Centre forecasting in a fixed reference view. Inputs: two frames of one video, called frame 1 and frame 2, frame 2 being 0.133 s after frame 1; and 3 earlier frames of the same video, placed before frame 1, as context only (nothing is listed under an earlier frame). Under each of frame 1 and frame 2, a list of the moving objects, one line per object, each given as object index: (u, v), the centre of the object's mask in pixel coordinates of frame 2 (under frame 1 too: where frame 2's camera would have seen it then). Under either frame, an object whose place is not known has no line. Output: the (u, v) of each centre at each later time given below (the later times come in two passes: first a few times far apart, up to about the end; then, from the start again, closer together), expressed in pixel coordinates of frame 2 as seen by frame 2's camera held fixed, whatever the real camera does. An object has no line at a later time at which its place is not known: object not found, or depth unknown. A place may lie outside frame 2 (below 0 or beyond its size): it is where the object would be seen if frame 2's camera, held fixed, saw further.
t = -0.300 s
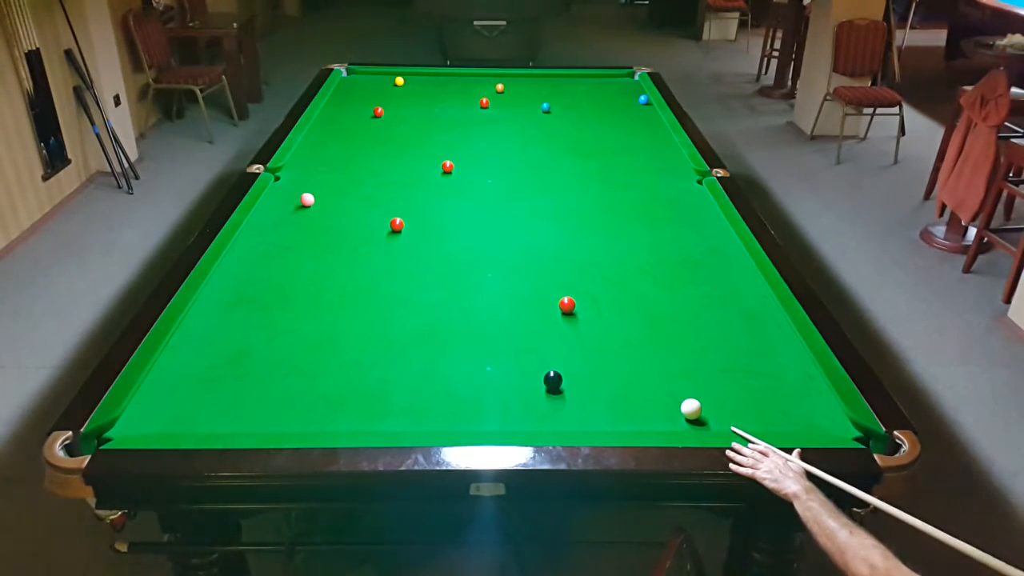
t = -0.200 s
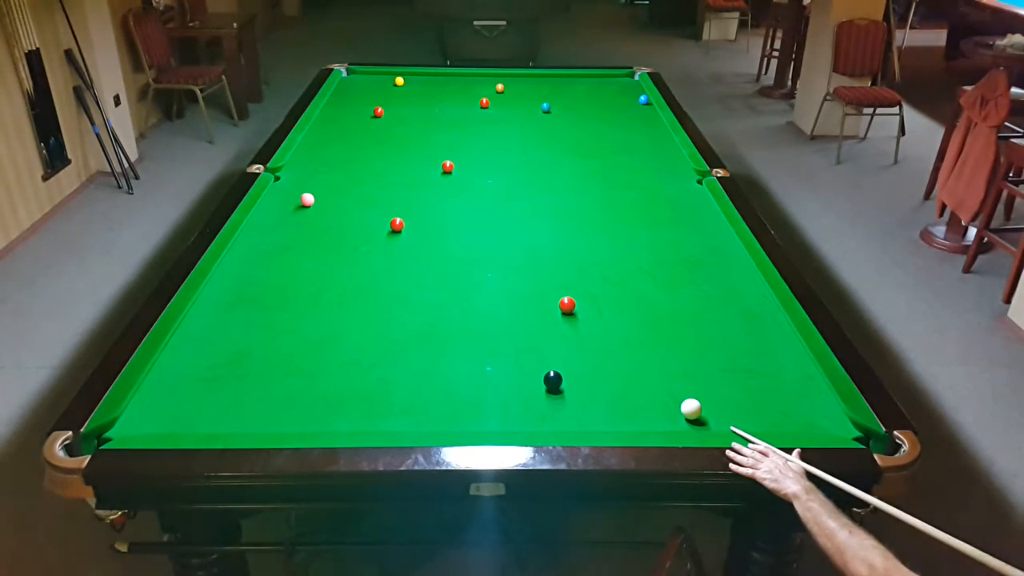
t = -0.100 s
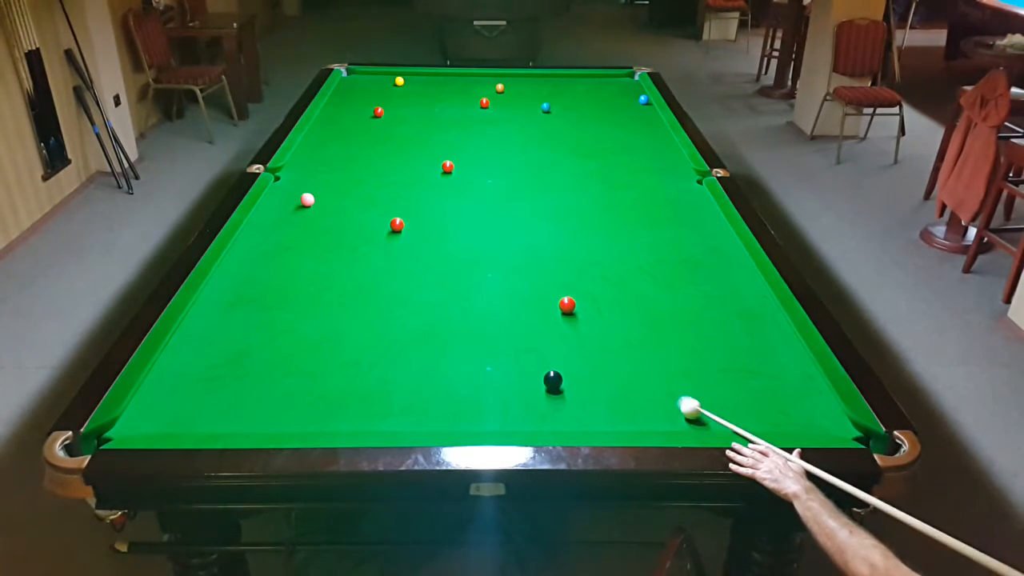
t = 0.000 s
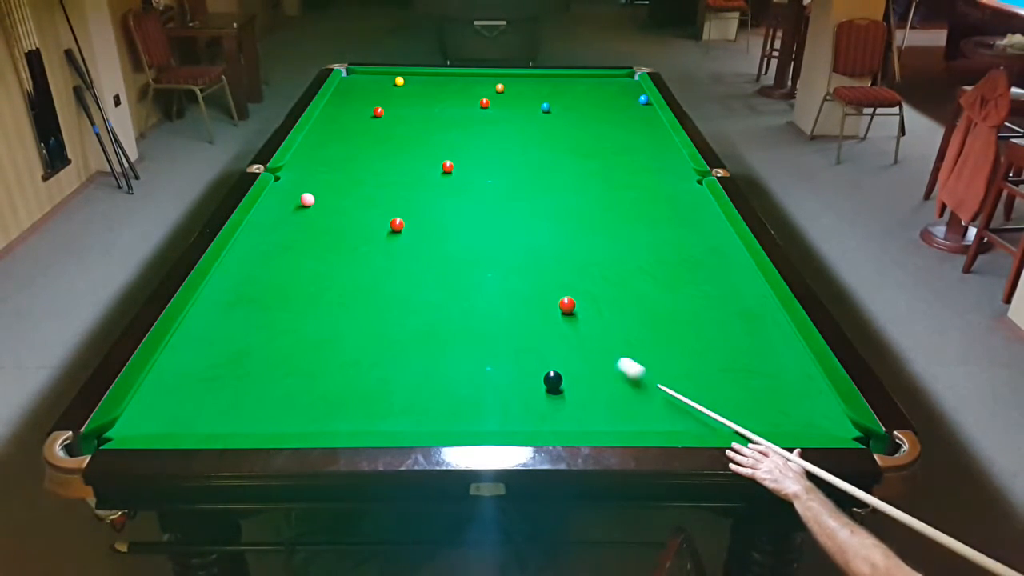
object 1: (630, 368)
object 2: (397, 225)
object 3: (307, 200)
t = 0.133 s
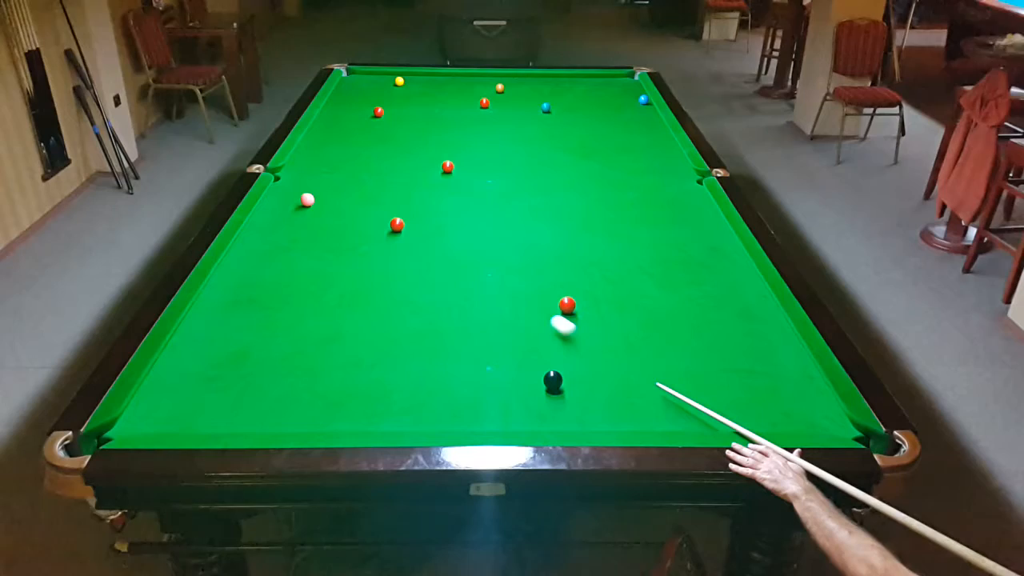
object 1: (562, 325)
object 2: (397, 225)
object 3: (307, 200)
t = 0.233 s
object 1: (519, 298)
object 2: (397, 225)
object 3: (307, 200)
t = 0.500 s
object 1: (424, 238)
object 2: (397, 225)
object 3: (307, 200)
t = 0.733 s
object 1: (417, 215)
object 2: (339, 205)
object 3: (307, 200)
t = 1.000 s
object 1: (417, 195)
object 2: (317, 187)
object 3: (270, 199)
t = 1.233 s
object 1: (417, 179)
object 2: (310, 172)
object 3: (296, 199)
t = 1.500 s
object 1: (417, 163)
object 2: (302, 158)
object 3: (323, 199)
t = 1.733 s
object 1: (416, 151)
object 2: (305, 147)
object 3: (344, 199)
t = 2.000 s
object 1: (416, 138)
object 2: (318, 138)
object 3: (367, 198)
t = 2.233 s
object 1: (416, 129)
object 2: (328, 131)
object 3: (384, 198)
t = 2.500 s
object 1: (415, 119)
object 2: (338, 123)
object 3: (402, 198)
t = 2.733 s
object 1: (415, 111)
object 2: (345, 117)
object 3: (417, 198)
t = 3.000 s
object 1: (415, 103)
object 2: (353, 111)
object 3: (431, 198)
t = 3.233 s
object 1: (415, 97)
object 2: (359, 107)
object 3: (442, 198)
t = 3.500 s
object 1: (416, 91)
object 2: (365, 102)
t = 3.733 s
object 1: (416, 86)
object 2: (370, 98)
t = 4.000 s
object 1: (416, 81)
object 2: (375, 95)
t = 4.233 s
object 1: (416, 77)
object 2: (378, 92)
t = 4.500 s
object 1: (416, 73)
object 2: (382, 89)
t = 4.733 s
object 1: (415, 75)
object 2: (385, 87)
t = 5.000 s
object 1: (414, 77)
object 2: (389, 85)
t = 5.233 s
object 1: (414, 79)
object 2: (391, 84)
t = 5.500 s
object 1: (413, 81)
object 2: (392, 83)
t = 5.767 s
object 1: (413, 82)
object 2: (392, 83)
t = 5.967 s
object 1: (413, 83)
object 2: (392, 83)
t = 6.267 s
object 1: (413, 84)
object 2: (392, 83)
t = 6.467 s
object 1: (413, 84)
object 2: (392, 83)
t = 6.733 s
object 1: (413, 84)
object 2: (392, 83)
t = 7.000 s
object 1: (413, 85)
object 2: (392, 83)
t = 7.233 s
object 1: (413, 85)
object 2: (392, 83)
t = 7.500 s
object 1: (413, 85)
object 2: (392, 83)
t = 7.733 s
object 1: (413, 85)
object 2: (392, 83)
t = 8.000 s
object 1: (413, 85)
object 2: (392, 83)
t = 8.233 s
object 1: (413, 85)
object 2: (392, 83)
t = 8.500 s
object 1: (413, 85)
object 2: (392, 83)
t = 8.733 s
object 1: (413, 85)
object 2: (392, 83)
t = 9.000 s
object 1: (413, 84)
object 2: (392, 83)
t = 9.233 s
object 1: (413, 84)
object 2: (392, 83)
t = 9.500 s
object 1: (413, 85)
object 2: (392, 83)
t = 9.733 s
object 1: (413, 85)
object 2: (392, 83)
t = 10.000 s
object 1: (413, 85)
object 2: (392, 83)
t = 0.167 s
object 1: (547, 316)
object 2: (397, 225)
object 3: (307, 200)
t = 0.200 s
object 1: (533, 306)
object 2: (397, 225)
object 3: (307, 200)
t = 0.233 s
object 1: (519, 298)
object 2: (397, 225)
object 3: (307, 200)
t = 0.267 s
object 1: (505, 289)
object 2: (397, 225)
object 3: (307, 200)
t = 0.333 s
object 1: (480, 273)
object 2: (397, 225)
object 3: (307, 200)
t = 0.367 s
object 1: (468, 265)
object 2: (397, 225)
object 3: (307, 200)
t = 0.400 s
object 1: (456, 258)
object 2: (397, 225)
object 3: (307, 200)
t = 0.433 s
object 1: (445, 251)
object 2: (397, 225)
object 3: (307, 200)
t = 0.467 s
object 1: (435, 244)
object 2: (397, 225)
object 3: (307, 200)
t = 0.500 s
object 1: (424, 238)
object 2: (397, 225)
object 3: (307, 200)
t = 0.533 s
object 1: (414, 231)
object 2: (397, 225)
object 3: (307, 200)
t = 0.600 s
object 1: (412, 225)
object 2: (381, 218)
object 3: (307, 200)
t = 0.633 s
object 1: (414, 223)
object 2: (369, 215)
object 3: (307, 200)
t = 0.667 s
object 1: (416, 220)
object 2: (359, 211)
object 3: (307, 200)
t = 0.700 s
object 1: (417, 218)
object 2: (349, 208)
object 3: (307, 200)
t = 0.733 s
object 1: (417, 215)
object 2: (339, 205)
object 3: (307, 200)
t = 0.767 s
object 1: (417, 213)
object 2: (331, 202)
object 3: (307, 200)
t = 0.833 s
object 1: (417, 207)
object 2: (321, 198)
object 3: (300, 200)
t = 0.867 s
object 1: (417, 205)
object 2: (321, 195)
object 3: (293, 199)
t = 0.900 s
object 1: (417, 202)
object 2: (321, 193)
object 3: (286, 199)
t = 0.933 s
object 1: (417, 199)
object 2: (320, 191)
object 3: (280, 199)
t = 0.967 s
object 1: (417, 197)
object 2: (319, 189)
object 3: (274, 199)
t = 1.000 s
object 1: (417, 195)
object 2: (317, 187)
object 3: (270, 199)
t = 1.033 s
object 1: (417, 192)
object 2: (316, 184)
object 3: (274, 199)
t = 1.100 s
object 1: (417, 188)
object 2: (314, 180)
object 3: (282, 199)
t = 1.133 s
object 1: (417, 185)
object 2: (313, 178)
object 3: (286, 199)
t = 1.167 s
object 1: (417, 183)
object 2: (312, 176)
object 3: (289, 199)
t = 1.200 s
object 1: (417, 181)
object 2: (311, 174)
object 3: (293, 199)
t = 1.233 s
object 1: (417, 179)
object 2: (310, 172)
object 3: (296, 199)
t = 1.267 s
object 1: (417, 177)
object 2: (309, 170)
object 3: (300, 199)
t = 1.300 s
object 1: (417, 175)
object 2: (308, 168)
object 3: (303, 199)
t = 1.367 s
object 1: (417, 171)
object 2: (306, 165)
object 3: (310, 199)
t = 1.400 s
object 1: (417, 169)
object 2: (305, 163)
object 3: (314, 199)
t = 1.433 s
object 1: (417, 167)
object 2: (304, 161)
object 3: (317, 199)
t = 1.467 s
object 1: (417, 165)
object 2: (303, 160)
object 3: (320, 199)
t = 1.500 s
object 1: (417, 163)
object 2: (302, 158)
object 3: (323, 199)
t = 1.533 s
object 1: (416, 161)
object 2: (301, 156)
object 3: (326, 199)
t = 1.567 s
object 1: (417, 159)
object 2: (300, 154)
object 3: (330, 199)
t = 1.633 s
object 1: (416, 156)
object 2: (300, 151)
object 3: (336, 199)
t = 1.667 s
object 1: (416, 154)
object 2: (302, 150)
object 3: (339, 199)
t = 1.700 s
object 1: (416, 152)
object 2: (304, 149)
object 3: (342, 199)
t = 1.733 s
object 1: (416, 151)
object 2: (305, 147)
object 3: (344, 199)
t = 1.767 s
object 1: (416, 149)
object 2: (307, 146)
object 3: (347, 199)
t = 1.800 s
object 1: (416, 148)
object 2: (309, 145)
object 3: (350, 199)
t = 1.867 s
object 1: (416, 144)
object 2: (312, 143)
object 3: (356, 199)
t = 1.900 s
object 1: (416, 143)
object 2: (313, 142)
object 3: (359, 199)
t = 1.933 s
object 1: (416, 141)
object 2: (315, 140)
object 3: (362, 198)
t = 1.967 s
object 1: (416, 140)
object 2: (317, 139)
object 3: (364, 198)
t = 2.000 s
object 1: (416, 138)
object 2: (318, 138)
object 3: (367, 198)
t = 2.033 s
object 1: (416, 137)
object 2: (320, 137)
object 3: (369, 198)
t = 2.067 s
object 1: (416, 136)
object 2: (321, 136)
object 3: (372, 198)
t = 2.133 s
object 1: (416, 133)
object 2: (324, 134)
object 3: (377, 198)
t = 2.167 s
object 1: (416, 131)
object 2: (325, 133)
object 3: (380, 198)
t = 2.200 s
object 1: (416, 130)
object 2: (326, 132)
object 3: (382, 198)
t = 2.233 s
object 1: (416, 129)
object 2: (328, 131)
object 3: (384, 198)
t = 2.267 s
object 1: (416, 127)
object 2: (329, 130)
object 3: (387, 198)
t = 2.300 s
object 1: (416, 126)
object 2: (330, 129)
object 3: (389, 198)
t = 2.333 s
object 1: (416, 125)
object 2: (332, 128)
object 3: (392, 198)
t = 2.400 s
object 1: (416, 123)
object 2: (334, 126)
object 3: (396, 198)
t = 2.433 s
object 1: (416, 121)
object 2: (335, 125)
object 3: (398, 198)
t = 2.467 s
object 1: (416, 120)
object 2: (336, 124)
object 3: (401, 198)
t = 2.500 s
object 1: (415, 119)
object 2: (338, 123)
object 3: (402, 198)
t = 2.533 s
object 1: (415, 118)
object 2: (339, 122)
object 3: (405, 198)
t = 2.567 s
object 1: (415, 117)
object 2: (340, 122)
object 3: (407, 198)
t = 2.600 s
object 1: (416, 116)
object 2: (341, 121)
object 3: (409, 198)
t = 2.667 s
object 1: (415, 114)
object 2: (343, 119)
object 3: (413, 198)
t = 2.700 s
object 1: (416, 112)
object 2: (344, 118)
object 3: (415, 198)
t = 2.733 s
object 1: (415, 111)
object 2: (345, 117)
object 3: (417, 198)
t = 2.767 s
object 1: (415, 110)
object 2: (346, 116)
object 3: (419, 198)
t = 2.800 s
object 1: (415, 109)
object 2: (347, 116)
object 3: (420, 198)
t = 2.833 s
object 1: (415, 108)
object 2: (348, 115)
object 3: (422, 198)
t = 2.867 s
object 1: (415, 107)
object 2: (349, 114)
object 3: (424, 198)
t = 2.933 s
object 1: (415, 105)
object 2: (351, 113)
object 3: (428, 198)
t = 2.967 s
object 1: (415, 104)
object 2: (352, 112)
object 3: (429, 198)
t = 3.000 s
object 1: (415, 103)
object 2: (353, 111)
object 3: (431, 198)
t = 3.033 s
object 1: (415, 102)
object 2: (354, 110)
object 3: (433, 198)
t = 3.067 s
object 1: (415, 102)
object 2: (355, 110)
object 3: (434, 198)
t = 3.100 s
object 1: (415, 101)
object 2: (356, 109)
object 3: (436, 198)
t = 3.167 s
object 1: (415, 99)
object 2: (357, 108)
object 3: (439, 197)
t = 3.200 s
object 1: (415, 98)
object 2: (358, 107)
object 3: (440, 197)
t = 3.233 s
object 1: (415, 97)
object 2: (359, 107)
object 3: (442, 198)
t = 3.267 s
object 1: (415, 96)
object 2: (360, 106)
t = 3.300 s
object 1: (416, 96)
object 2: (361, 105)
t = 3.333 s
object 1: (416, 95)
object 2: (361, 105)
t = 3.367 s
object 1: (416, 94)
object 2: (362, 104)
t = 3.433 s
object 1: (416, 92)
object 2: (364, 103)
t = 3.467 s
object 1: (416, 92)
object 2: (364, 102)
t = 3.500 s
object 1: (416, 91)
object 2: (365, 102)
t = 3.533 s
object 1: (416, 90)
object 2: (366, 101)
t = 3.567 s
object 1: (416, 89)
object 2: (366, 101)
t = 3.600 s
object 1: (416, 89)
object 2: (367, 100)
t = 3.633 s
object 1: (416, 88)
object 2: (368, 100)
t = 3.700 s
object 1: (416, 87)
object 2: (369, 99)
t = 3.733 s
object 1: (416, 86)
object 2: (370, 98)
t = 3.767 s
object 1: (416, 85)
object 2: (371, 98)
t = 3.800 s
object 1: (416, 85)
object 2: (371, 97)
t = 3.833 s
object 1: (416, 84)
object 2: (372, 97)
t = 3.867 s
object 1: (416, 83)
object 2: (373, 96)
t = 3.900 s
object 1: (416, 83)
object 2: (373, 96)
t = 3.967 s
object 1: (416, 82)
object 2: (374, 95)
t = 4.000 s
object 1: (416, 81)
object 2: (375, 95)
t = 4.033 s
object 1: (416, 80)
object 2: (375, 94)
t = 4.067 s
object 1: (416, 80)
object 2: (376, 94)
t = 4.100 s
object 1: (416, 79)
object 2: (377, 93)
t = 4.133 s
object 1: (416, 79)
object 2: (377, 93)
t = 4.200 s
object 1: (416, 78)
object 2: (378, 92)
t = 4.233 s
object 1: (416, 77)
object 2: (378, 92)
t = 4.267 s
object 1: (416, 77)
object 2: (379, 91)
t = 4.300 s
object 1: (416, 76)
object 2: (380, 91)
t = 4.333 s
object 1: (416, 76)
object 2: (380, 91)
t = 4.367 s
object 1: (416, 75)
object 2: (381, 90)
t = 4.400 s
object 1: (416, 75)
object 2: (381, 90)
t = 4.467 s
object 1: (416, 74)
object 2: (382, 89)
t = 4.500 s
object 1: (416, 73)
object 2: (382, 89)
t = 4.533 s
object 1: (416, 73)
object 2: (383, 89)
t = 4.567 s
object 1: (416, 73)
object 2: (383, 89)
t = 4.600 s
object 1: (416, 73)
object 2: (384, 88)
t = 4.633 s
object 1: (415, 73)
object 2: (384, 88)
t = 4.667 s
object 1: (415, 74)
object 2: (385, 88)
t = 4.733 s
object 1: (415, 75)
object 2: (385, 87)
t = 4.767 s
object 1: (415, 75)
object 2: (386, 87)
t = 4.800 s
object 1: (415, 75)
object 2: (386, 87)
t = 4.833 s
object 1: (415, 75)
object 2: (387, 86)
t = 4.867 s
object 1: (415, 76)
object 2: (387, 86)
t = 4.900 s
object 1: (415, 76)
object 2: (387, 86)
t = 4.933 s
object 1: (415, 76)
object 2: (388, 86)
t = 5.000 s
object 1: (414, 77)
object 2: (389, 85)
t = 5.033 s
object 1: (414, 77)
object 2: (389, 85)
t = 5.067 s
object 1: (414, 77)
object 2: (389, 85)
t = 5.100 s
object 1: (414, 77)
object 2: (390, 85)
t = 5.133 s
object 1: (414, 78)
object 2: (390, 85)
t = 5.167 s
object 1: (414, 78)
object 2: (390, 85)
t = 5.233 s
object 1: (414, 79)
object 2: (391, 84)
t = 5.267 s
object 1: (414, 79)
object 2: (391, 84)
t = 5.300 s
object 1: (414, 79)
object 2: (391, 84)
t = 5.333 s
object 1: (414, 79)
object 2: (391, 84)
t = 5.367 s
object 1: (414, 80)
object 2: (392, 84)
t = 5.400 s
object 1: (414, 80)
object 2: (392, 83)
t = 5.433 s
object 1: (414, 80)
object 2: (392, 83)
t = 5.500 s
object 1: (413, 81)
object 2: (392, 83)
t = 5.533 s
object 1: (413, 81)
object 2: (392, 83)
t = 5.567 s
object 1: (413, 81)
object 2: (392, 83)
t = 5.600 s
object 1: (413, 81)
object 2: (392, 83)
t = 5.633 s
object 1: (413, 81)
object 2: (392, 83)
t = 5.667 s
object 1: (413, 81)
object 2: (392, 83)
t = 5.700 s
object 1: (413, 82)
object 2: (392, 83)
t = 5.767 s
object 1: (413, 82)
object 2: (392, 83)
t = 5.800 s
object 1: (413, 82)
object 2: (392, 83)
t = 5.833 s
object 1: (413, 82)
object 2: (392, 83)
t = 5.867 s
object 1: (413, 82)
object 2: (392, 83)
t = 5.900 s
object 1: (413, 83)
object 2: (392, 83)
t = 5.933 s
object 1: (413, 83)
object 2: (392, 83)
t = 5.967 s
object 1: (413, 83)
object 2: (392, 83)
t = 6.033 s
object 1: (413, 83)
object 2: (392, 83)
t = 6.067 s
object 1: (413, 83)
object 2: (392, 83)
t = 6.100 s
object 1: (413, 84)
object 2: (392, 83)
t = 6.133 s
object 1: (413, 84)
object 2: (392, 83)
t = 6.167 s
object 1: (413, 84)
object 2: (392, 83)
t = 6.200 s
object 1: (413, 84)
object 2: (392, 83)
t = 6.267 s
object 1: (413, 84)
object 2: (392, 83)
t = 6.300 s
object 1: (413, 84)
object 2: (392, 83)
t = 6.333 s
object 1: (413, 84)
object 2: (392, 83)
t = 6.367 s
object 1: (413, 84)
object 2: (392, 83)
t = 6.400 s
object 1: (413, 84)
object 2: (392, 83)
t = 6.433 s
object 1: (413, 84)
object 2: (392, 83)
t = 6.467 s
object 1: (413, 84)
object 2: (392, 83)
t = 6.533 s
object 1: (413, 84)
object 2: (392, 83)
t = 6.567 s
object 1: (413, 84)
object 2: (392, 83)
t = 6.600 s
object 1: (413, 84)
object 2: (392, 83)
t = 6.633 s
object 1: (413, 84)
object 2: (392, 83)
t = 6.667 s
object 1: (413, 84)
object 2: (392, 83)
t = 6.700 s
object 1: (413, 84)
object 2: (392, 83)
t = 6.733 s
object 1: (413, 84)
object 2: (392, 83)
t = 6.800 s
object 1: (413, 85)
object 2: (392, 83)
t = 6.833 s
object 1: (413, 85)
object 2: (392, 83)
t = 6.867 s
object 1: (413, 85)
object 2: (392, 83)
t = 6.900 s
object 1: (413, 85)
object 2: (392, 83)
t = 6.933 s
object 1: (413, 85)
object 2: (392, 83)
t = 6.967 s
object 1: (413, 85)
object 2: (392, 83)
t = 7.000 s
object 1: (413, 85)
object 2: (392, 83)
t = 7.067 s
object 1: (413, 85)
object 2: (392, 83)
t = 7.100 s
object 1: (413, 85)
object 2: (392, 83)
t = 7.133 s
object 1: (413, 85)
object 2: (392, 83)
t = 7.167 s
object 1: (413, 85)
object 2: (392, 83)
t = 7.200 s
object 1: (413, 85)
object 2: (392, 83)
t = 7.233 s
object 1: (413, 85)
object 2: (392, 83)
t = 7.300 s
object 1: (413, 85)
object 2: (392, 83)
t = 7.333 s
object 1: (413, 85)
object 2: (392, 83)
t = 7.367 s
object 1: (413, 85)
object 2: (392, 83)
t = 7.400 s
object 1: (413, 85)
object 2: (392, 83)
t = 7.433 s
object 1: (413, 85)
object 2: (392, 83)
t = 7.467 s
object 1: (413, 85)
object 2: (392, 83)
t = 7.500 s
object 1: (413, 85)
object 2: (392, 83)
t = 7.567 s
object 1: (413, 85)
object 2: (392, 83)
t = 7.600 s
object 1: (413, 85)
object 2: (392, 83)
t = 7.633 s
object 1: (413, 85)
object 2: (392, 83)
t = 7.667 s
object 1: (413, 85)
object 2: (392, 83)
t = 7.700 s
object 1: (413, 85)
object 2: (392, 83)
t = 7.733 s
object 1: (413, 85)
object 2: (392, 83)
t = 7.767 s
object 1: (413, 85)
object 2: (392, 83)
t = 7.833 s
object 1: (413, 85)
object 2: (392, 83)
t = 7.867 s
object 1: (413, 85)
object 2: (392, 83)
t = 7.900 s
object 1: (413, 85)
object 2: (392, 83)
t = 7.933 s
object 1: (413, 85)
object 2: (392, 83)
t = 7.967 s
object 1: (413, 85)
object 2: (392, 83)
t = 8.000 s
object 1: (413, 85)
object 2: (392, 83)
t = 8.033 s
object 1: (413, 85)
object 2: (392, 83)
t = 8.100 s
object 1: (413, 85)
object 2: (392, 83)
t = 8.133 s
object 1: (413, 85)
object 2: (392, 83)
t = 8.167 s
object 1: (413, 85)
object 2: (392, 83)
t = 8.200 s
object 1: (413, 85)
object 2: (392, 83)
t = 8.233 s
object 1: (413, 85)
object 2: (392, 83)
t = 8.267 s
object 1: (413, 85)
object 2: (392, 83)
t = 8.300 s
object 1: (413, 85)
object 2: (392, 83)
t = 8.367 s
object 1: (413, 85)
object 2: (392, 83)
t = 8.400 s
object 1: (413, 85)
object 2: (392, 83)
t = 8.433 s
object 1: (413, 85)
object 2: (392, 83)
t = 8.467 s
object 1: (413, 85)
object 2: (392, 83)
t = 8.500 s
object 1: (413, 85)
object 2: (392, 83)
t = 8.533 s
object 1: (413, 85)
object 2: (392, 83)
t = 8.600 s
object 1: (413, 85)
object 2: (392, 83)
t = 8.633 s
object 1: (413, 85)
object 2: (392, 83)
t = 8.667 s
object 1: (413, 85)
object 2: (392, 83)
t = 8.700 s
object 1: (413, 85)
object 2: (392, 83)
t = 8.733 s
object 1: (413, 85)
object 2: (392, 83)
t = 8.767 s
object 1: (413, 85)
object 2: (392, 83)
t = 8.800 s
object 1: (413, 85)
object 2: (392, 83)
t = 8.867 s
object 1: (413, 85)
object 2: (392, 83)
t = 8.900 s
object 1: (413, 84)
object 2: (392, 83)
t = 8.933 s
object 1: (413, 84)
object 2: (392, 83)
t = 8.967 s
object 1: (413, 85)
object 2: (392, 83)
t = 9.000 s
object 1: (413, 84)
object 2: (392, 83)
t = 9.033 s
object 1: (413, 85)
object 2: (392, 83)
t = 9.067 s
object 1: (413, 84)
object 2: (392, 83)
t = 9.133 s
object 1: (413, 84)
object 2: (392, 83)
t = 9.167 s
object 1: (413, 85)
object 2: (392, 83)
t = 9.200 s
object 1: (413, 84)
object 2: (392, 83)
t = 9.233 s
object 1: (413, 84)
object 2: (392, 83)
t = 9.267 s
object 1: (413, 85)
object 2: (392, 83)
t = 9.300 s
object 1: (413, 85)
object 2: (392, 83)
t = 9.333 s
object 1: (413, 85)
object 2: (392, 83)
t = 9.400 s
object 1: (413, 85)
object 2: (392, 83)
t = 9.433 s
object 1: (413, 85)
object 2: (392, 83)
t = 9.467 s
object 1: (413, 85)
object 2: (392, 83)
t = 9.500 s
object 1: (413, 85)
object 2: (392, 83)
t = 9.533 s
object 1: (413, 85)
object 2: (392, 83)
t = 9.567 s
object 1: (413, 85)
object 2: (392, 83)
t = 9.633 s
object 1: (413, 85)
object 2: (392, 83)
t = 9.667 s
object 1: (413, 85)
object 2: (392, 83)
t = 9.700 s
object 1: (413, 85)
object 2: (392, 83)
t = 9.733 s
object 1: (413, 85)
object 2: (392, 83)
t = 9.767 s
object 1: (413, 85)
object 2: (392, 83)
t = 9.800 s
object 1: (413, 85)
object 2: (392, 83)
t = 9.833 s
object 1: (413, 85)
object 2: (392, 83)
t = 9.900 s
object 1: (413, 85)
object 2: (392, 83)
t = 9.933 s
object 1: (413, 85)
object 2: (392, 83)
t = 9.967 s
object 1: (413, 85)
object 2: (392, 83)
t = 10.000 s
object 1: (413, 85)
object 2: (392, 83)
